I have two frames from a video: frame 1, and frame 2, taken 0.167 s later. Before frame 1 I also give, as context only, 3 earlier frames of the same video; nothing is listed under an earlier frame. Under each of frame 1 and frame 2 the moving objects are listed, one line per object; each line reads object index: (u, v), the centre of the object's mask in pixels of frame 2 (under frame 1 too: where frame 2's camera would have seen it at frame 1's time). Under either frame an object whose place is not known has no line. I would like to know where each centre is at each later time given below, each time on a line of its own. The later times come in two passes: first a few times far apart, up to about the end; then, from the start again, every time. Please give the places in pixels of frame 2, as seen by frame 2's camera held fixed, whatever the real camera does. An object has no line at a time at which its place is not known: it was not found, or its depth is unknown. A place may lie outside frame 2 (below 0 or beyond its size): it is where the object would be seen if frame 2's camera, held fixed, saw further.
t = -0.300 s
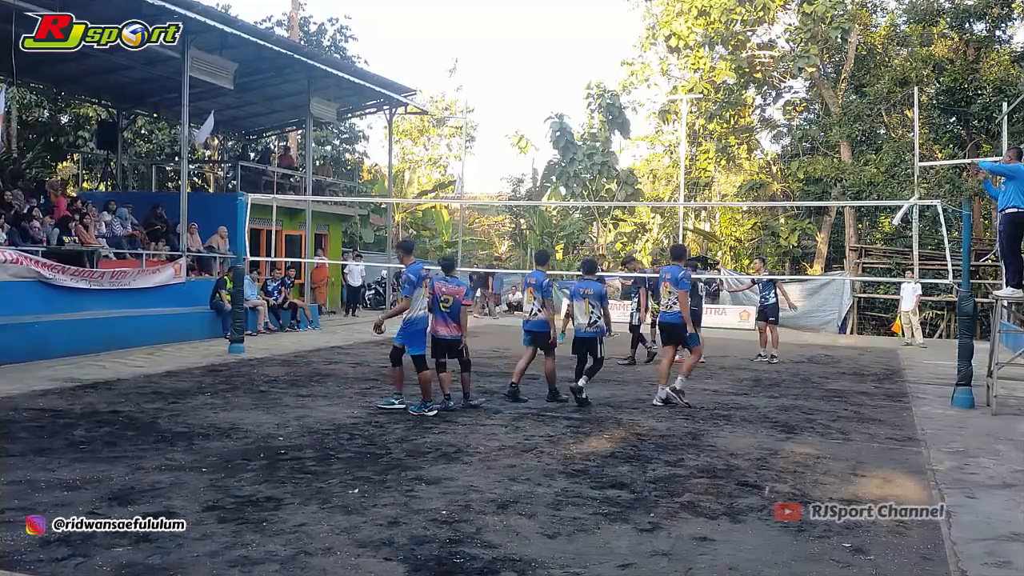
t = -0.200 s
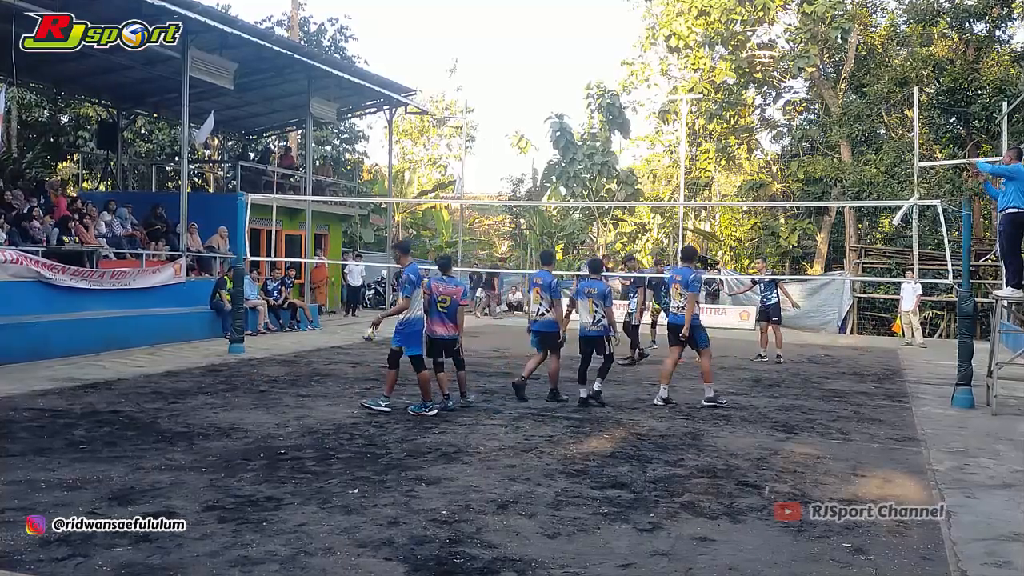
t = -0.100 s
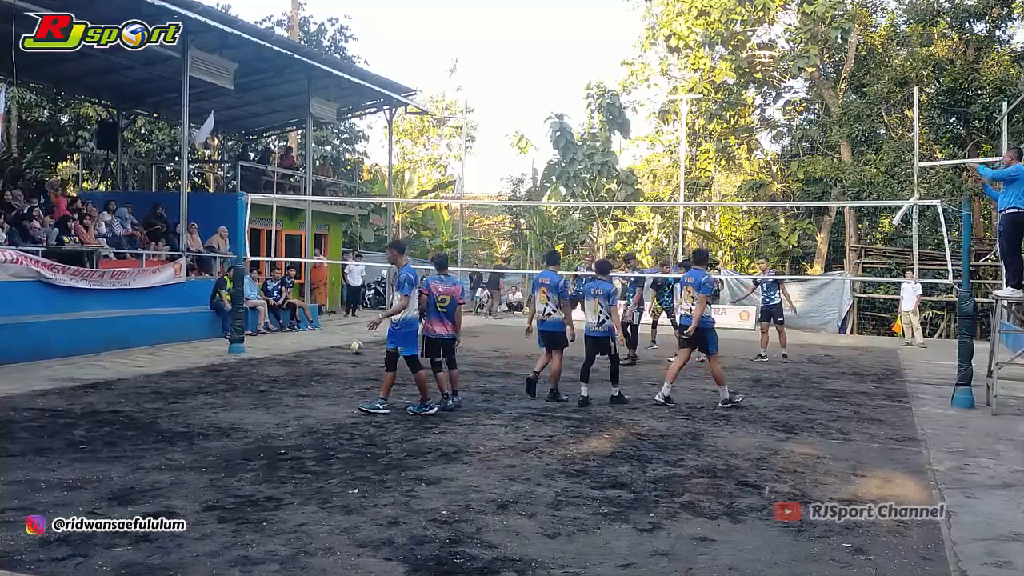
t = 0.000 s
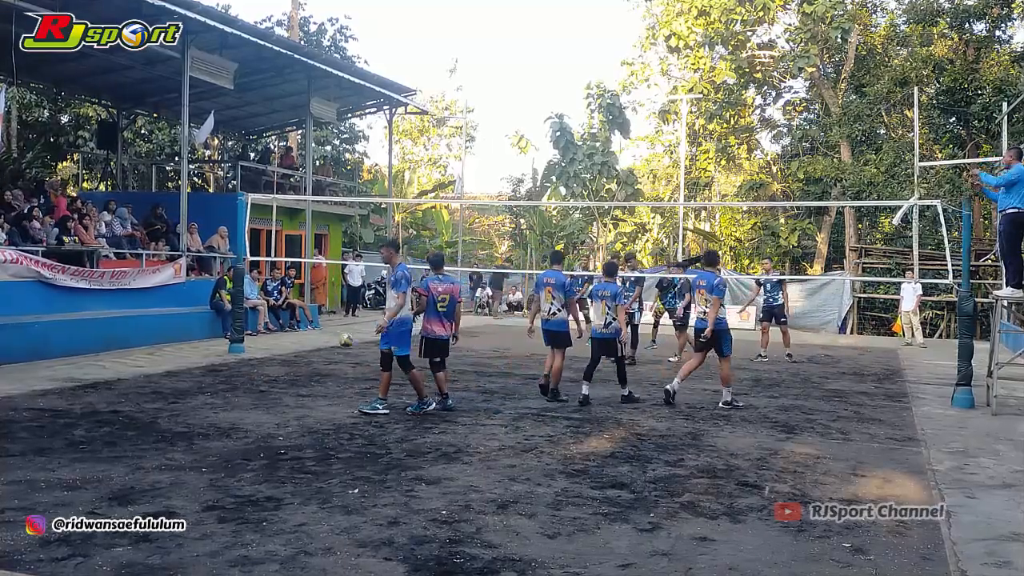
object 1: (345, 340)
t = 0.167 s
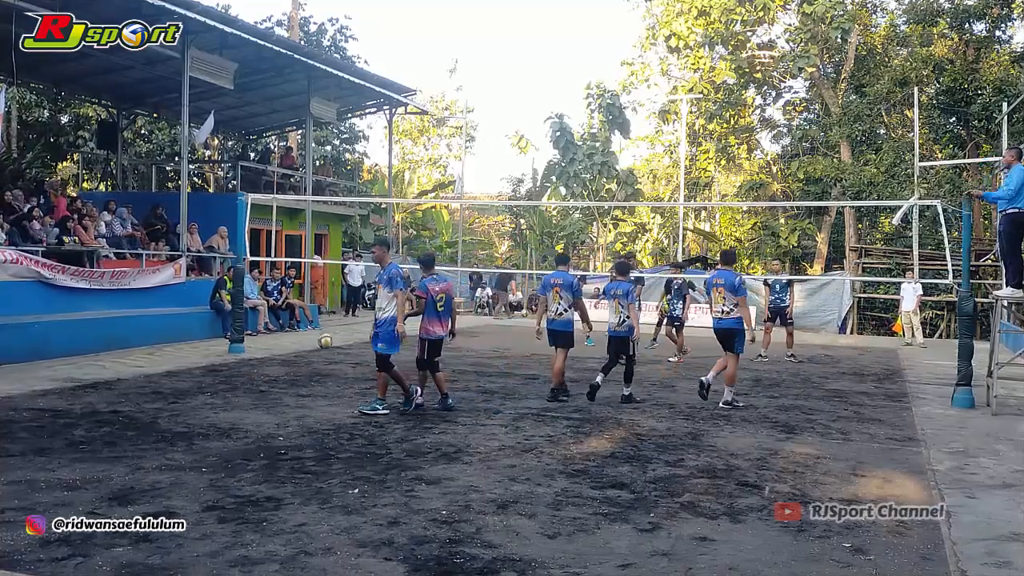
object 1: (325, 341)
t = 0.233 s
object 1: (316, 347)
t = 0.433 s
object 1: (284, 362)
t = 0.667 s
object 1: (239, 380)
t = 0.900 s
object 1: (184, 391)
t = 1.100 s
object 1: (125, 414)
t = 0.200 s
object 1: (320, 344)
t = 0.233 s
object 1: (316, 347)
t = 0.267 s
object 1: (310, 352)
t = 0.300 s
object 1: (305, 357)
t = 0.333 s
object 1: (301, 364)
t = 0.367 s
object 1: (296, 366)
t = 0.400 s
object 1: (289, 363)
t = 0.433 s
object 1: (284, 362)
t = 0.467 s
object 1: (279, 362)
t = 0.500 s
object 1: (272, 362)
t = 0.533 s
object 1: (266, 363)
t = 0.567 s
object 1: (260, 366)
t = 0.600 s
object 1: (253, 369)
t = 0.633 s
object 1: (245, 374)
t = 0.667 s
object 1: (239, 380)
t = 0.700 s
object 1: (232, 387)
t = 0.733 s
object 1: (225, 388)
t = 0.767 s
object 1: (216, 387)
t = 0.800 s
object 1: (209, 386)
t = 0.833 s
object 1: (201, 386)
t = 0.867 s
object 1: (192, 388)
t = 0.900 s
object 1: (184, 391)
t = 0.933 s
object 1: (175, 396)
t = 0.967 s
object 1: (165, 401)
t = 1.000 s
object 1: (156, 409)
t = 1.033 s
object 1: (146, 411)
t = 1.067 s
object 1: (137, 413)
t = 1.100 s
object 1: (125, 414)
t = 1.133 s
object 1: (115, 417)
